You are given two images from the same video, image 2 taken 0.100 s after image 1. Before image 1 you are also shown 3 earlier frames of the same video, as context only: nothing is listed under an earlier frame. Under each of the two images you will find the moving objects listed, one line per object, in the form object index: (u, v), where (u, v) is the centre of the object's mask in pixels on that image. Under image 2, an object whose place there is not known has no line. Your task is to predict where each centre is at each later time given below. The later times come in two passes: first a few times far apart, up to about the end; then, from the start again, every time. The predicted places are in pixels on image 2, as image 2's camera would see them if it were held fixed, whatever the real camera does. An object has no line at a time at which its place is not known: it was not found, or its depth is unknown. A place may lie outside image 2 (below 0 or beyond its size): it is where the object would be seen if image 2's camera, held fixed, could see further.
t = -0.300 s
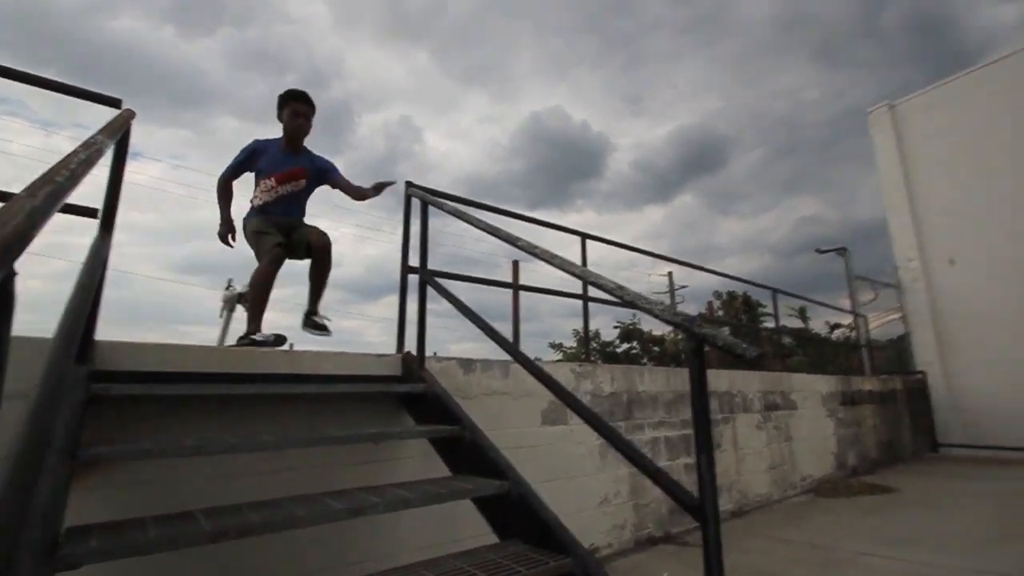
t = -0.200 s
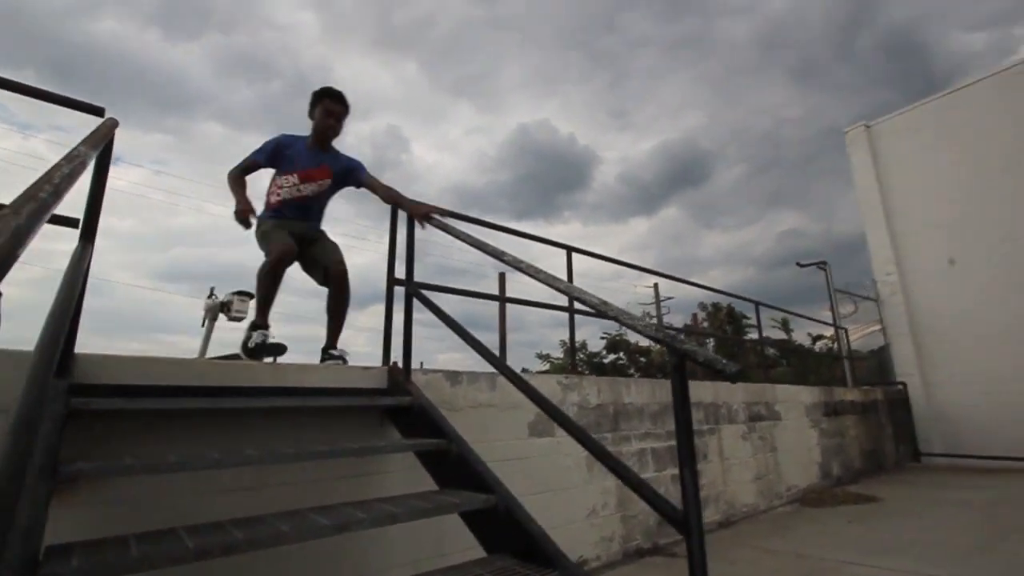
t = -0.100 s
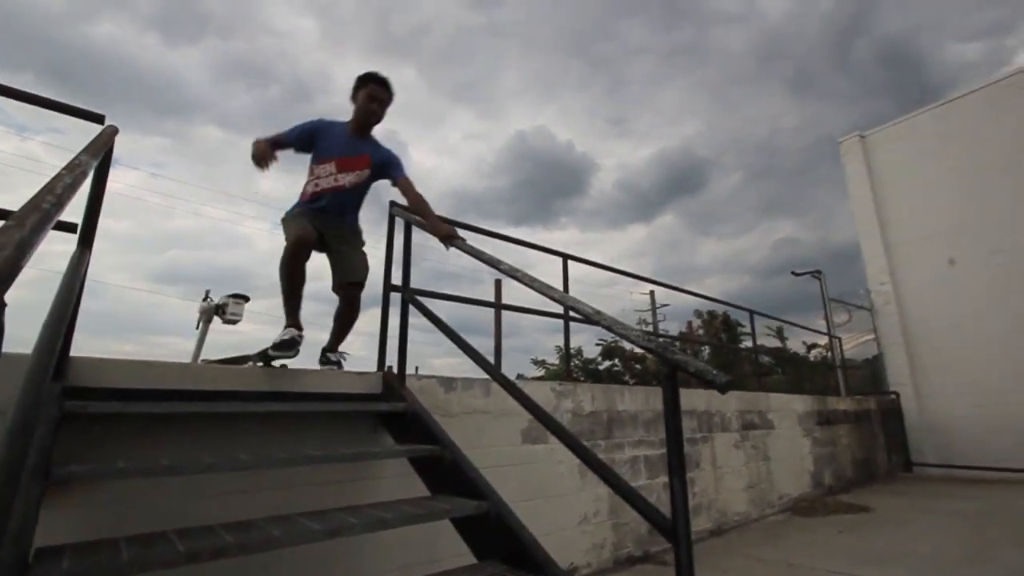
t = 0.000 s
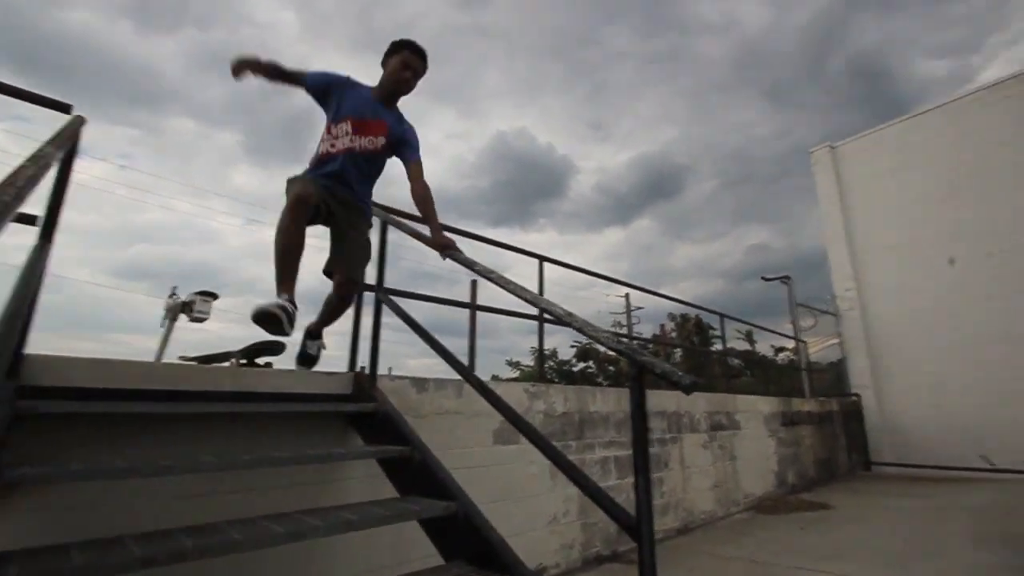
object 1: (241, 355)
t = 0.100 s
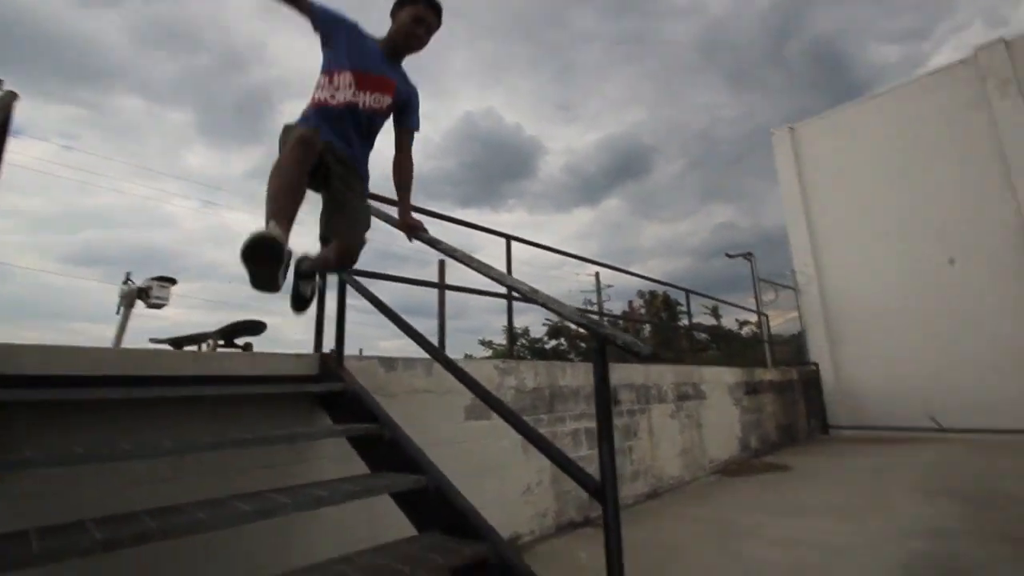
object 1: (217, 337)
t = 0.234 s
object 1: (236, 337)
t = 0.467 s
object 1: (266, 347)
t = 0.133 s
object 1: (223, 336)
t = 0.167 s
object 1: (227, 335)
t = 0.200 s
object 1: (231, 335)
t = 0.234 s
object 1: (236, 337)
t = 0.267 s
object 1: (241, 340)
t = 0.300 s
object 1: (244, 345)
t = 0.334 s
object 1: (244, 350)
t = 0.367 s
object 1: (250, 354)
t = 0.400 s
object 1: (252, 349)
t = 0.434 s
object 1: (261, 349)
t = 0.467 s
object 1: (266, 347)
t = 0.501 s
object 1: (275, 348)
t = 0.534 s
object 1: (278, 348)
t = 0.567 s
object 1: (277, 349)
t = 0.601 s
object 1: (278, 352)
